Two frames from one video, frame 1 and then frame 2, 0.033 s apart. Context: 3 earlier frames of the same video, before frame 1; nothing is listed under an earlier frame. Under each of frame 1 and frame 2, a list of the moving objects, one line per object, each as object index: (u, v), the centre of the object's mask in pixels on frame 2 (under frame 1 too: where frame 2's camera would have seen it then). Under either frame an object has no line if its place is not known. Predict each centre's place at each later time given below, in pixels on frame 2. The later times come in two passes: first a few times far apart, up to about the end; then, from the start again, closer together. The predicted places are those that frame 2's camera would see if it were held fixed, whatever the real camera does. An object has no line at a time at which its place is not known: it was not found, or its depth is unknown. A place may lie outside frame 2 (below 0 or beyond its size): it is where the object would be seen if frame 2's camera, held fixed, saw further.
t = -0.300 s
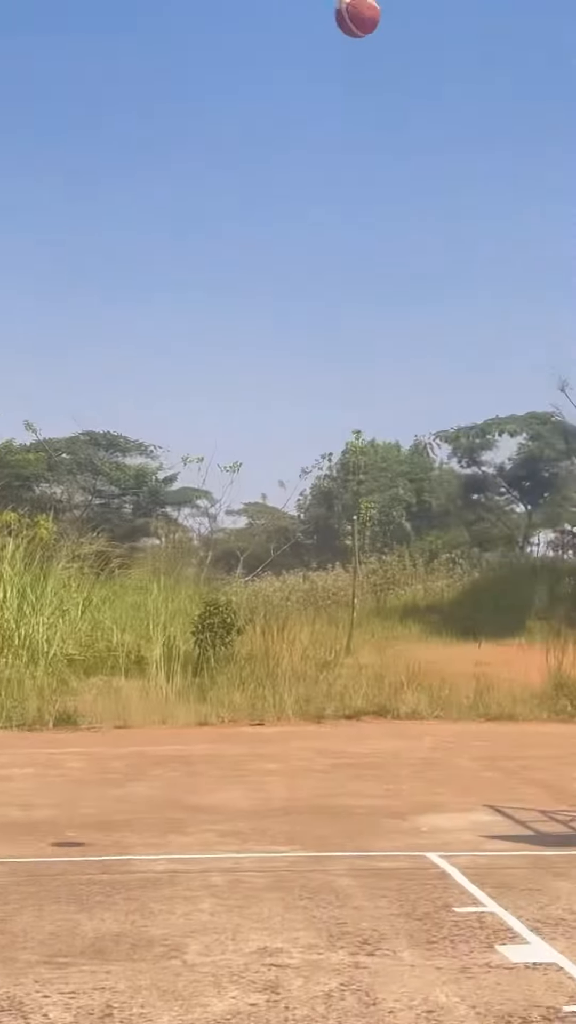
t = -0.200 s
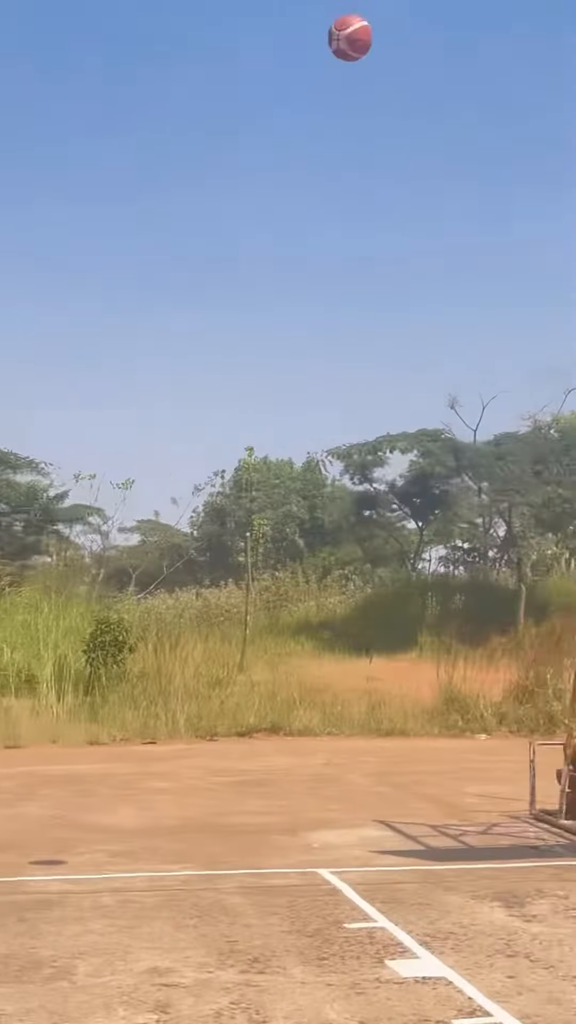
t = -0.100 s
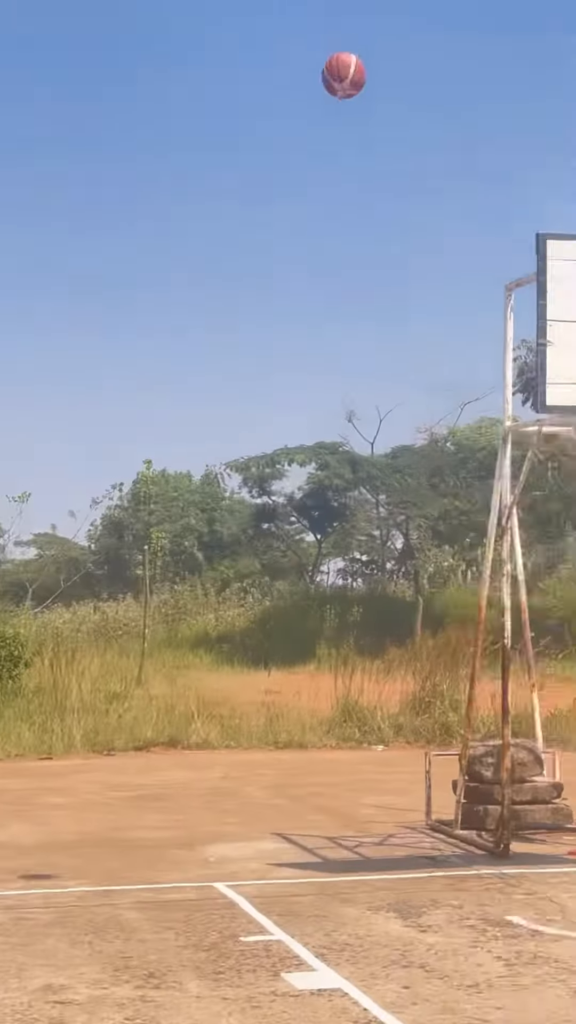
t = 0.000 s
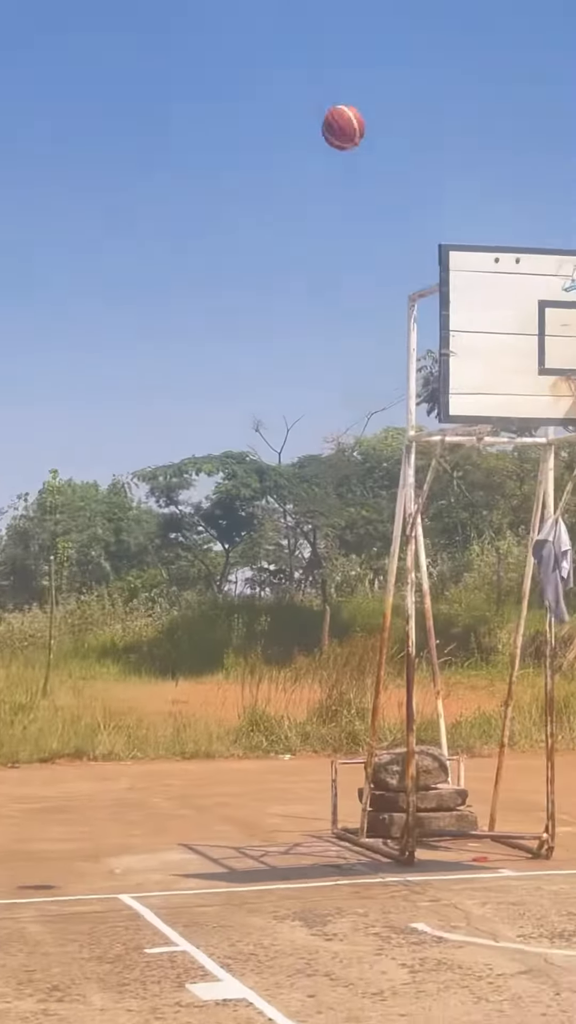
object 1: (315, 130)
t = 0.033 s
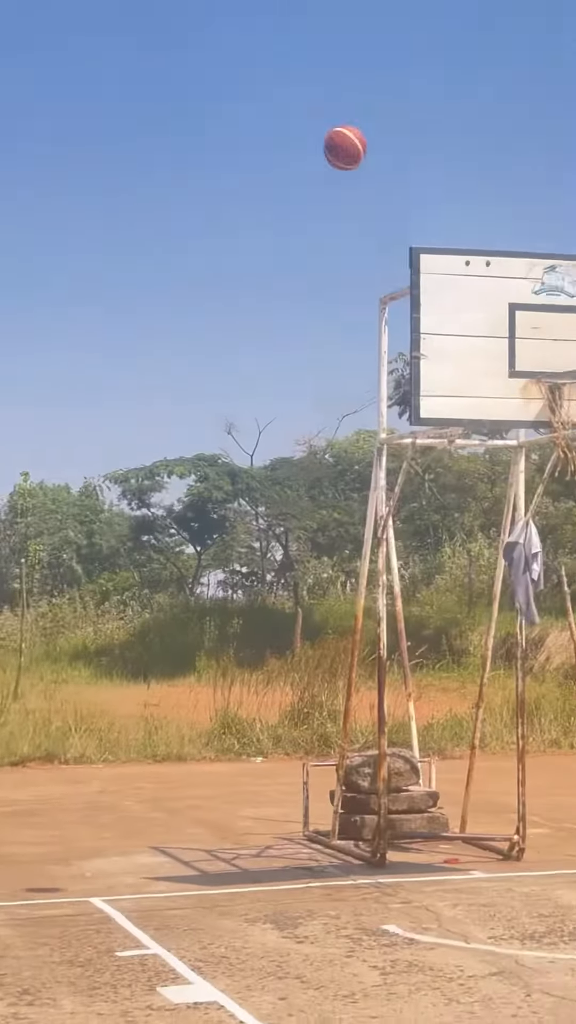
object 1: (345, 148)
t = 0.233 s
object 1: (520, 287)
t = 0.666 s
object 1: (565, 491)
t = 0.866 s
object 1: (558, 629)
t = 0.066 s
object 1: (375, 168)
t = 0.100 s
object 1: (404, 189)
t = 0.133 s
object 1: (434, 211)
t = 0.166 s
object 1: (463, 234)
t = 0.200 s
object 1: (492, 260)
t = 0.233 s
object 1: (520, 287)
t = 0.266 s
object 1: (549, 317)
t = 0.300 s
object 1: (577, 346)
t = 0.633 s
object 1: (568, 477)
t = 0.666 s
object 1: (565, 491)
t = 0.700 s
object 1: (564, 509)
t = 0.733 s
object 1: (562, 529)
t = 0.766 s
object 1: (561, 550)
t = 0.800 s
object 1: (561, 575)
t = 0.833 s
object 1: (560, 600)
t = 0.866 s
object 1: (558, 629)
